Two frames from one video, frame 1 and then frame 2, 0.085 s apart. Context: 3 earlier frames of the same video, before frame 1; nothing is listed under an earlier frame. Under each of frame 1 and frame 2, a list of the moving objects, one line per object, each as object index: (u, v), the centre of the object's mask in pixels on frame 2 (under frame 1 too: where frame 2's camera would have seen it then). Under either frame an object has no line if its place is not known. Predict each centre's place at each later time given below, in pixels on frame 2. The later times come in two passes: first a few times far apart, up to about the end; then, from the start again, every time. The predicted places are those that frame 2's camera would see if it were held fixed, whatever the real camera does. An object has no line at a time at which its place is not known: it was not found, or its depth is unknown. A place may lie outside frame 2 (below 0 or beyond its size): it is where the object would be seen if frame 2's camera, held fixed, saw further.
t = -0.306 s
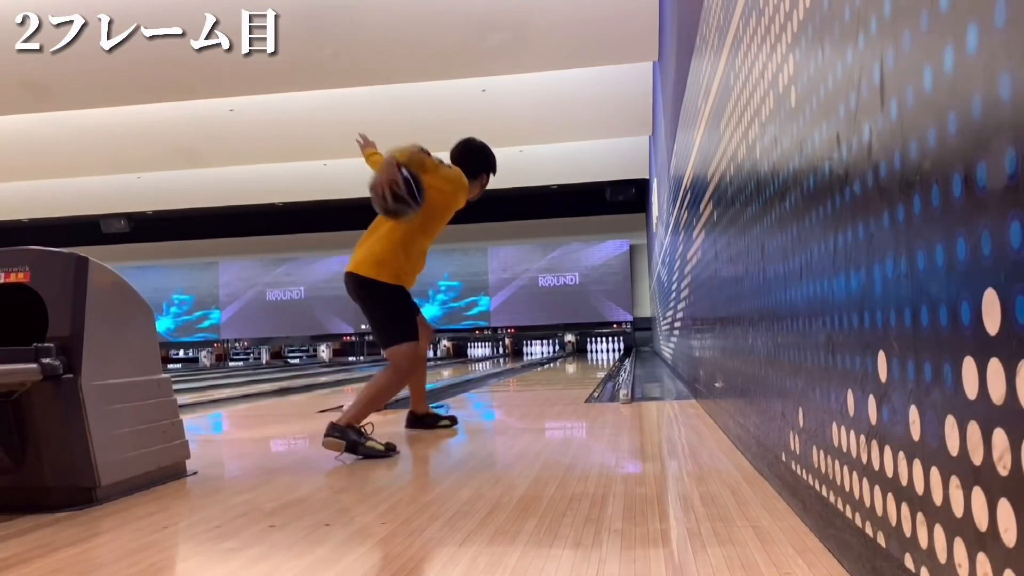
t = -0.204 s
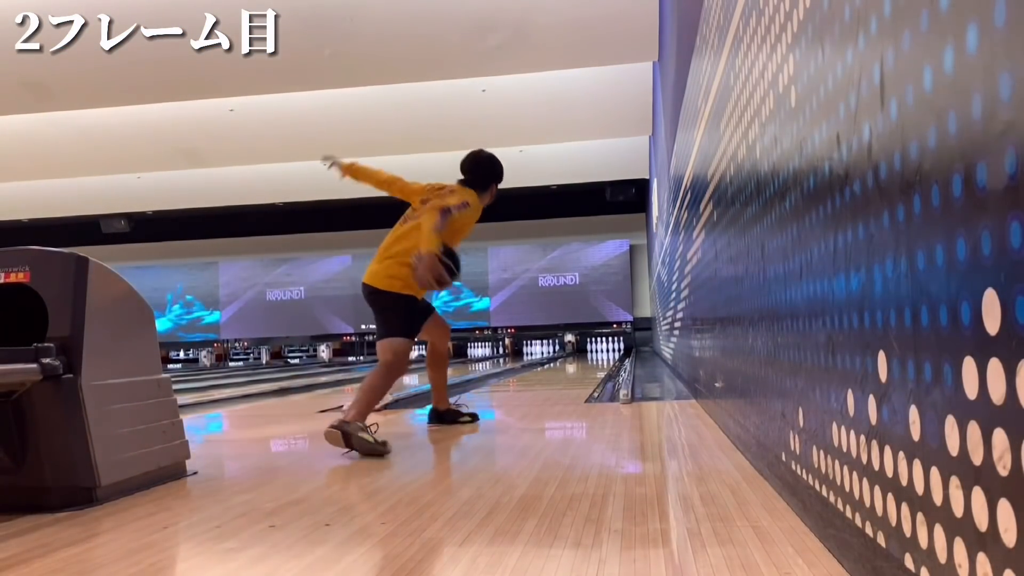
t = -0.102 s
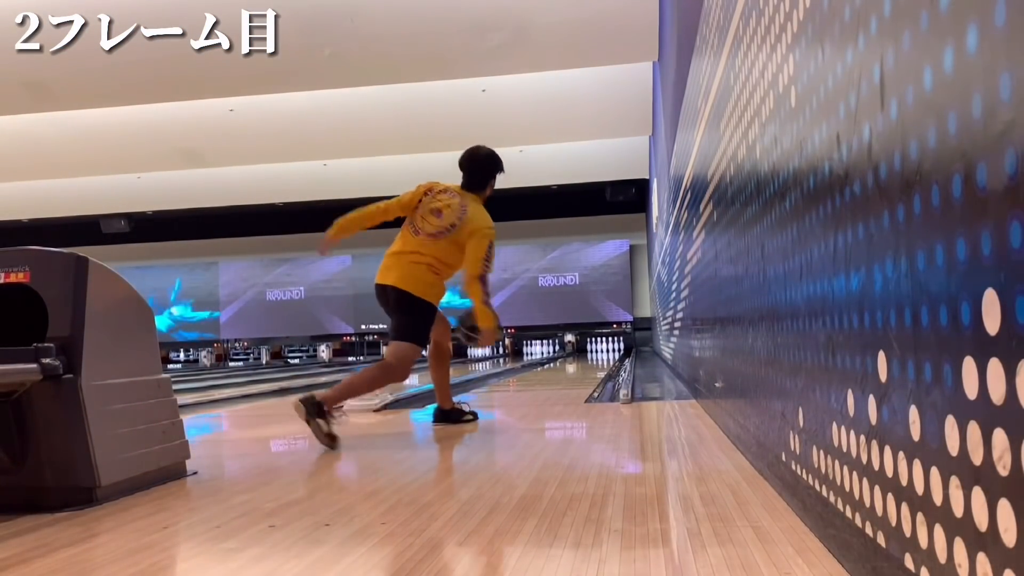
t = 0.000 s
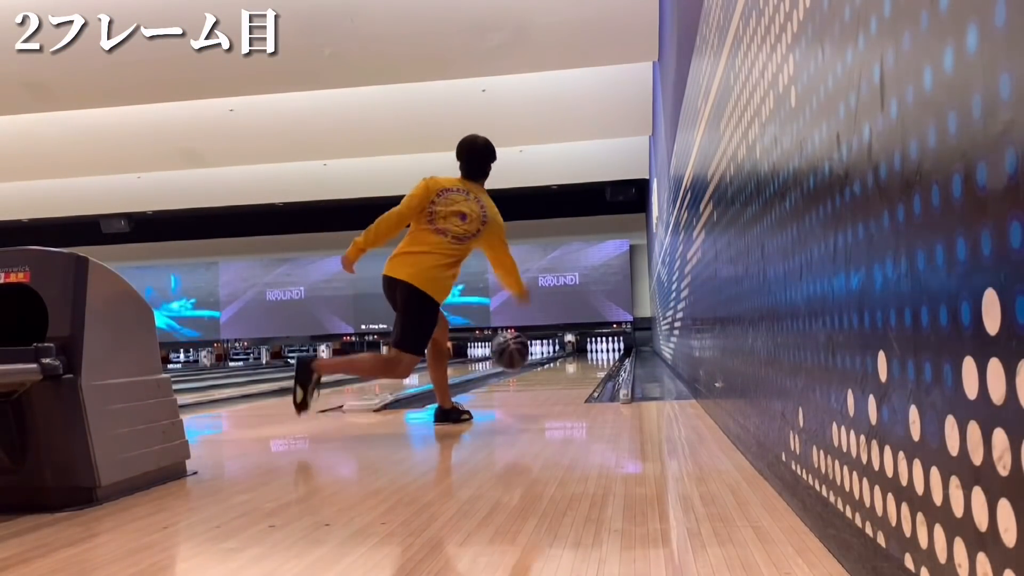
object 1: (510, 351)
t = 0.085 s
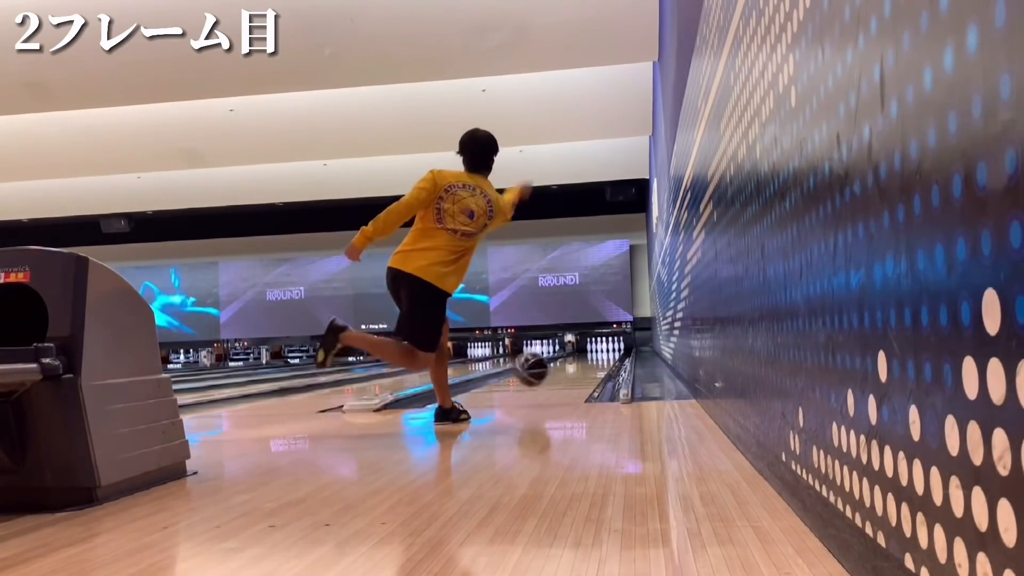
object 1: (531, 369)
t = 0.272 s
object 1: (561, 379)
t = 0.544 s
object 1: (587, 369)
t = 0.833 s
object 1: (601, 363)
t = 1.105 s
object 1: (607, 359)
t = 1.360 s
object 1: (610, 356)
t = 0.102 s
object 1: (534, 374)
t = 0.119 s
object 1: (538, 379)
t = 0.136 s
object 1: (542, 384)
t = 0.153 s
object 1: (544, 385)
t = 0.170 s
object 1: (547, 383)
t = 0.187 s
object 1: (549, 381)
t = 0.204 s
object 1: (552, 380)
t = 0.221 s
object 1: (554, 378)
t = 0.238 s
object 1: (557, 379)
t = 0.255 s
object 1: (559, 378)
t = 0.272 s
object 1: (561, 379)
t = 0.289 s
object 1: (564, 379)
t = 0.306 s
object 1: (565, 378)
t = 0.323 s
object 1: (567, 377)
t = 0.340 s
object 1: (569, 376)
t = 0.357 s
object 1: (571, 375)
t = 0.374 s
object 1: (573, 375)
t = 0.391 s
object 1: (574, 375)
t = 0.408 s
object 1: (576, 373)
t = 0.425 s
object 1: (577, 373)
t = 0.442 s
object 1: (578, 372)
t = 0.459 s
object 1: (579, 372)
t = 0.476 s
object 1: (580, 371)
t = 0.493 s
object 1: (584, 371)
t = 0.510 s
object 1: (585, 370)
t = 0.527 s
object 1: (586, 370)
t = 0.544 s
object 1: (587, 369)
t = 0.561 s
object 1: (589, 368)
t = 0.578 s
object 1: (590, 368)
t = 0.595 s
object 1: (590, 368)
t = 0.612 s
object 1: (591, 367)
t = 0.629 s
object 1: (592, 367)
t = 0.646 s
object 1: (593, 367)
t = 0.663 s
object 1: (594, 366)
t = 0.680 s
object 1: (595, 365)
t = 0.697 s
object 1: (596, 365)
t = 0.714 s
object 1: (597, 365)
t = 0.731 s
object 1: (598, 364)
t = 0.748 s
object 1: (598, 364)
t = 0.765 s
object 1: (599, 364)
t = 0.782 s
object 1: (600, 363)
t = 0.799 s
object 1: (599, 363)
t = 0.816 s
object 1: (601, 363)
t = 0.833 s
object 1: (601, 363)
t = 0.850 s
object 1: (602, 362)
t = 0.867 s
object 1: (602, 362)
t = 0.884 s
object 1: (602, 362)
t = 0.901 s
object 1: (603, 362)
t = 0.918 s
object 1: (604, 361)
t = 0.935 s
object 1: (604, 361)
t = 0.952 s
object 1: (606, 361)
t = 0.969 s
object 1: (605, 361)
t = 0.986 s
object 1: (605, 360)
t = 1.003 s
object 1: (606, 360)
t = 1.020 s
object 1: (606, 360)
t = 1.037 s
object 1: (606, 360)
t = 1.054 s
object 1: (607, 359)
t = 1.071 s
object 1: (607, 359)
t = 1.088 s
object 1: (607, 359)
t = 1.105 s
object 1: (607, 359)
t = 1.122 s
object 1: (608, 359)
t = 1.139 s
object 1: (608, 359)
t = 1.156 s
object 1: (608, 359)
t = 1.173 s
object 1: (609, 358)
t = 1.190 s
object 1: (609, 358)
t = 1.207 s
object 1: (609, 358)
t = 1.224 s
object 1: (609, 357)
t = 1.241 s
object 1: (609, 357)
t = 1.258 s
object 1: (609, 357)
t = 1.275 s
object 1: (609, 357)
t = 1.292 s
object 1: (610, 357)
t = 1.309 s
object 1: (609, 357)
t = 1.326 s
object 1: (610, 356)
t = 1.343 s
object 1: (610, 356)
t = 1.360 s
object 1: (610, 356)
